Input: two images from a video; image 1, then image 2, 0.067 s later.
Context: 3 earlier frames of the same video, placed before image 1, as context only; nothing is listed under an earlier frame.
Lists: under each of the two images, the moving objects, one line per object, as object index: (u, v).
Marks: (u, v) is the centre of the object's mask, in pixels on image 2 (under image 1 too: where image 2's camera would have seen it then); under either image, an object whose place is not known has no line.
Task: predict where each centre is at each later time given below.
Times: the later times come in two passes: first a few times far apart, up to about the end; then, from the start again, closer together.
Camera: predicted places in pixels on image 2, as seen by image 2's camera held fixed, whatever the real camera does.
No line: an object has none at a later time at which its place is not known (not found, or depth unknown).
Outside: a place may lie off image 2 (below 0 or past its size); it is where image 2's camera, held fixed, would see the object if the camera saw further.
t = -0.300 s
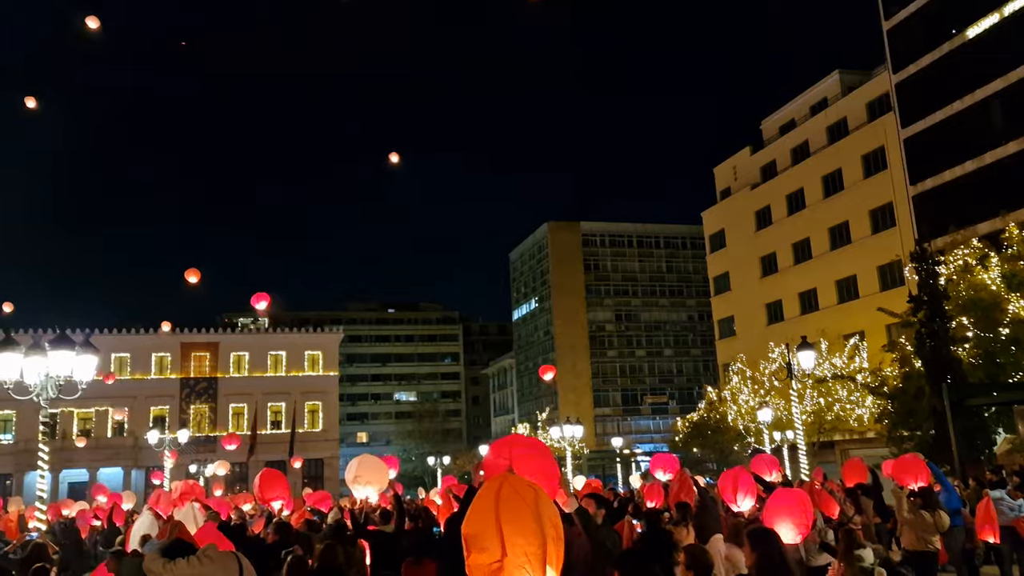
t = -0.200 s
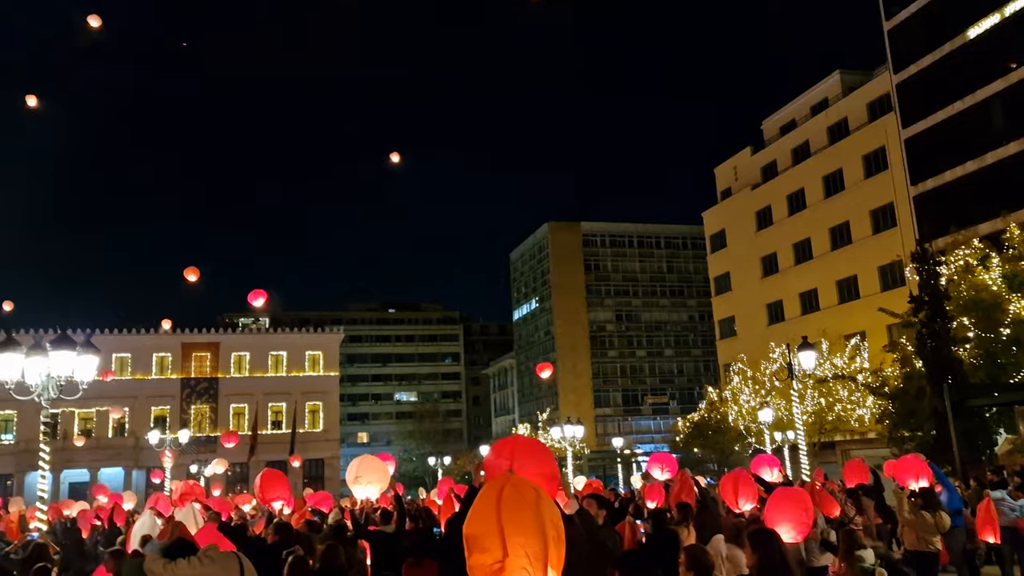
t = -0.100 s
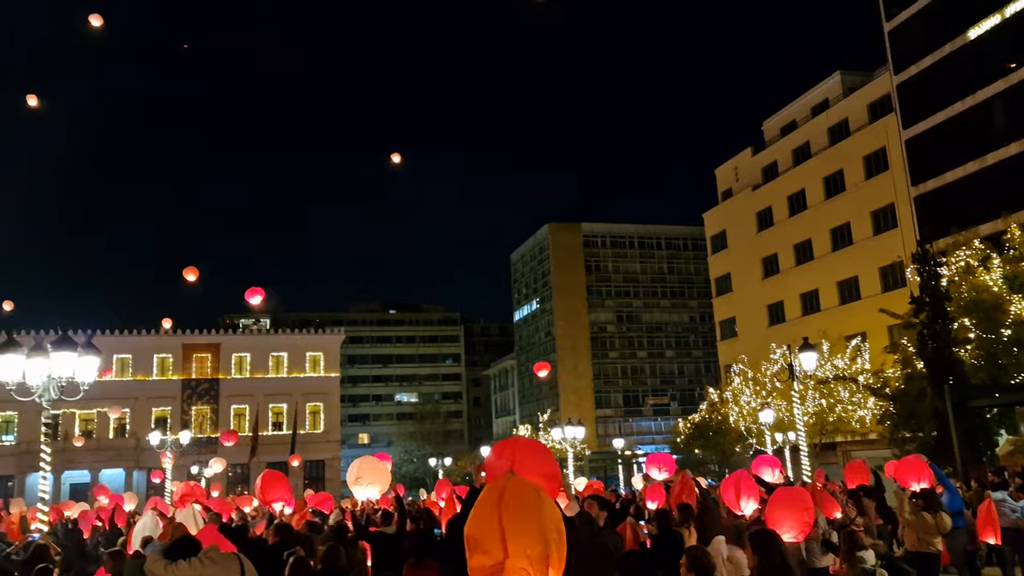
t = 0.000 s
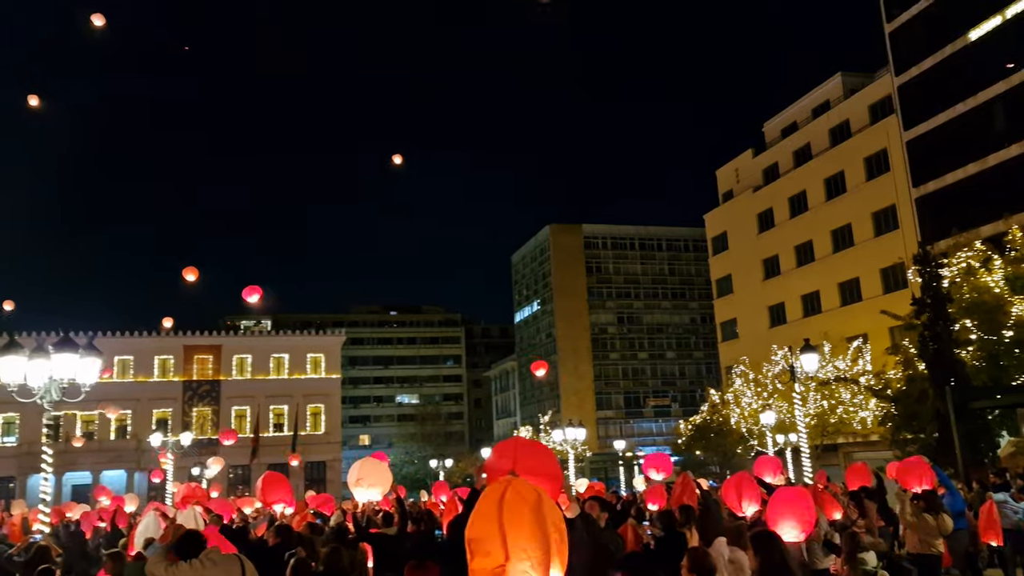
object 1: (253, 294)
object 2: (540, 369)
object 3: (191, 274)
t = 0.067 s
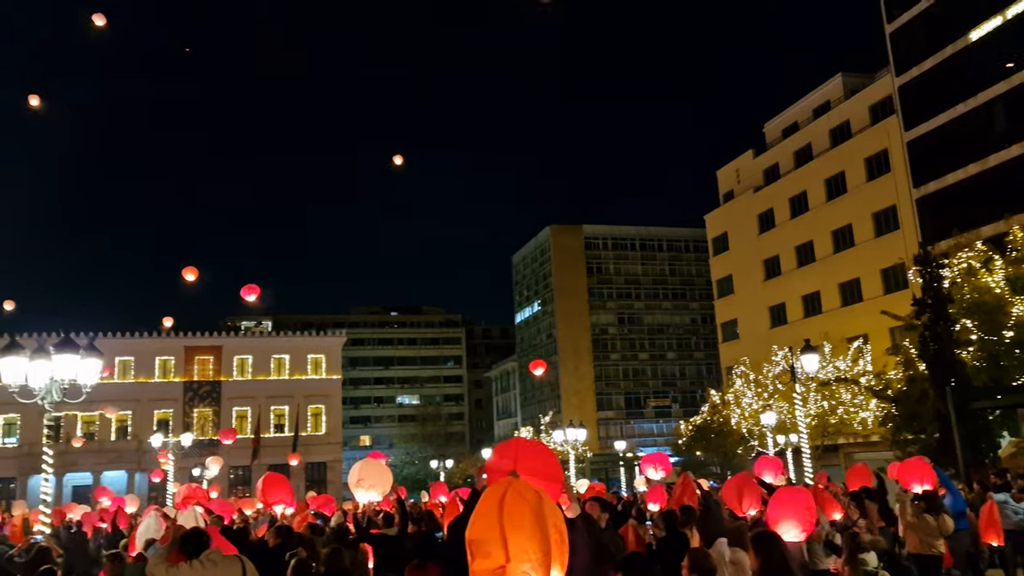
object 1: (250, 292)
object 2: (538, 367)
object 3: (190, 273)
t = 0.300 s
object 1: (242, 285)
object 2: (530, 362)
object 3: (186, 270)
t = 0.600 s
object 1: (231, 275)
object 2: (520, 356)
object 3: (182, 267)
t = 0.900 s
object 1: (221, 266)
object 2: (511, 349)
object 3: (178, 264)
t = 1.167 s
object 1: (212, 258)
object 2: (504, 344)
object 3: (174, 262)
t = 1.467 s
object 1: (203, 249)
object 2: (494, 337)
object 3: (172, 259)
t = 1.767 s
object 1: (195, 241)
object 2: (486, 330)
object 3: (168, 256)
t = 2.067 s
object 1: (188, 234)
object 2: (477, 325)
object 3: (165, 253)
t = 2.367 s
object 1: (182, 228)
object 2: (469, 319)
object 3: (161, 251)
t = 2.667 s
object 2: (461, 314)
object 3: (157, 248)
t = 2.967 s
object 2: (454, 308)
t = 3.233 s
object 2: (447, 303)
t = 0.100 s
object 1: (249, 291)
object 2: (537, 366)
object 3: (189, 273)
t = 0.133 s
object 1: (248, 290)
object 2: (536, 366)
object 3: (189, 272)
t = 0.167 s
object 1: (246, 289)
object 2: (534, 365)
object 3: (189, 272)
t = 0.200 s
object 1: (245, 288)
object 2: (533, 364)
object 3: (188, 271)
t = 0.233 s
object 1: (244, 287)
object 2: (532, 364)
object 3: (187, 271)
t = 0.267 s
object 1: (243, 286)
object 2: (531, 363)
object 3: (187, 271)
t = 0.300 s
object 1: (242, 285)
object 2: (530, 362)
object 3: (186, 270)
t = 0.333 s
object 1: (241, 284)
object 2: (529, 361)
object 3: (186, 270)
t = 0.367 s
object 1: (239, 283)
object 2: (528, 361)
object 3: (185, 269)
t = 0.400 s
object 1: (238, 282)
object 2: (527, 360)
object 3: (185, 269)
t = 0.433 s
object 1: (237, 280)
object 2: (526, 359)
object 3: (184, 269)
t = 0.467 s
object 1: (236, 279)
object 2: (525, 359)
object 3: (184, 268)
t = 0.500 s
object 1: (234, 278)
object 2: (524, 358)
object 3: (183, 268)
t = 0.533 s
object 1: (233, 277)
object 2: (523, 357)
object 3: (183, 268)
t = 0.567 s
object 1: (232, 276)
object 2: (522, 356)
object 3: (182, 268)
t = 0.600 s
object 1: (231, 275)
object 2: (520, 356)
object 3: (182, 267)
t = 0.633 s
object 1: (229, 274)
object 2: (520, 356)
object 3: (181, 267)
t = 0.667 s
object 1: (228, 273)
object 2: (519, 354)
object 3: (181, 266)
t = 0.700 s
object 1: (227, 272)
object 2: (518, 354)
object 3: (181, 266)
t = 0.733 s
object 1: (226, 271)
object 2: (517, 353)
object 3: (180, 266)
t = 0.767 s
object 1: (225, 270)
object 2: (515, 352)
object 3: (179, 265)
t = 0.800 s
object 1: (224, 269)
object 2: (515, 351)
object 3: (179, 265)
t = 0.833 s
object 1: (223, 268)
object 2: (514, 350)
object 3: (179, 265)
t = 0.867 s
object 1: (222, 267)
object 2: (513, 350)
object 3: (178, 264)
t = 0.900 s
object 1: (221, 266)
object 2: (511, 349)
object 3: (178, 264)
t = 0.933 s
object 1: (220, 265)
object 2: (510, 348)
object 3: (177, 264)
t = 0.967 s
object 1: (218, 264)
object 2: (509, 348)
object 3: (177, 264)
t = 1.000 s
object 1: (217, 263)
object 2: (508, 347)
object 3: (177, 263)
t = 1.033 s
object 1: (216, 262)
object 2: (508, 346)
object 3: (176, 263)
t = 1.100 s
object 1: (214, 260)
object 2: (505, 345)
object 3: (175, 262)
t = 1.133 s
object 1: (213, 260)
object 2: (505, 344)
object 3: (175, 262)
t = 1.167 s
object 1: (212, 258)
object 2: (504, 344)
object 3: (174, 262)
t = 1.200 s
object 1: (211, 257)
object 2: (502, 343)
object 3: (174, 261)
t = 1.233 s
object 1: (210, 256)
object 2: (501, 342)
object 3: (174, 261)
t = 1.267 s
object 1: (209, 255)
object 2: (500, 341)
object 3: (173, 260)
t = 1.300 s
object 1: (208, 254)
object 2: (499, 340)
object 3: (173, 260)
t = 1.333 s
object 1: (207, 253)
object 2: (498, 340)
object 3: (173, 260)
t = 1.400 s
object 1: (205, 251)
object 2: (496, 338)
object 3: (172, 259)
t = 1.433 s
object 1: (204, 250)
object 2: (495, 338)
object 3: (172, 259)
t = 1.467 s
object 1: (203, 249)
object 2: (494, 337)
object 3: (172, 259)
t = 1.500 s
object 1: (202, 248)
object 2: (493, 336)
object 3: (171, 258)
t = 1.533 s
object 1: (201, 247)
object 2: (492, 335)
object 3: (171, 258)
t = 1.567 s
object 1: (200, 246)
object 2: (491, 335)
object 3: (170, 258)
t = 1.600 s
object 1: (199, 246)
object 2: (490, 334)
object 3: (170, 257)
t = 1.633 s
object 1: (198, 245)
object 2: (489, 333)
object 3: (170, 257)
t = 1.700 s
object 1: (197, 243)
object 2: (487, 332)
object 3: (169, 257)
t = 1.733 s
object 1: (196, 242)
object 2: (486, 331)
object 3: (168, 256)
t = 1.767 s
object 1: (195, 241)
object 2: (486, 330)
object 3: (168, 256)
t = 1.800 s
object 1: (194, 241)
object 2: (484, 330)
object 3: (168, 256)
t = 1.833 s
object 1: (194, 240)
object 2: (484, 329)
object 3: (168, 256)
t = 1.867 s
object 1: (193, 239)
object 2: (482, 329)
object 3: (167, 255)
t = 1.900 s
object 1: (192, 238)
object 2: (481, 328)
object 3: (167, 255)
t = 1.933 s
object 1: (191, 237)
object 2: (481, 327)
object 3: (166, 255)
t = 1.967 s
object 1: (191, 236)
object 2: (480, 327)
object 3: (166, 254)
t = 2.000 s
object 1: (190, 236)
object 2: (479, 326)
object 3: (166, 254)
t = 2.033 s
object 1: (189, 235)
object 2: (478, 325)
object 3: (165, 254)
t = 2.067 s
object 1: (188, 234)
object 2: (477, 325)
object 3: (165, 253)
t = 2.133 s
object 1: (187, 233)
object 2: (475, 324)
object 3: (164, 253)
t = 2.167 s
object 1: (186, 233)
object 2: (474, 323)
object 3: (164, 253)
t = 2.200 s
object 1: (185, 232)
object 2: (474, 322)
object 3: (163, 253)
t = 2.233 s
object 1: (184, 231)
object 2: (472, 322)
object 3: (163, 252)
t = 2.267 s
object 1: (184, 230)
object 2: (472, 321)
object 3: (162, 252)
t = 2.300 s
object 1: (183, 230)
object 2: (471, 320)
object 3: (162, 252)
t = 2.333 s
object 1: (183, 229)
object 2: (470, 320)
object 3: (161, 251)
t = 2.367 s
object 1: (182, 228)
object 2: (469, 319)
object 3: (161, 251)
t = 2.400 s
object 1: (181, 227)
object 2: (468, 319)
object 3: (161, 251)
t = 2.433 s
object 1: (181, 226)
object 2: (467, 318)
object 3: (160, 251)
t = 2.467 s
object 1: (180, 226)
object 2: (466, 317)
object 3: (160, 250)
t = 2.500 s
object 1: (180, 225)
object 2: (465, 317)
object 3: (159, 250)
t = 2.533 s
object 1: (179, 224)
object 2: (465, 316)
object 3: (159, 249)
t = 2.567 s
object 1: (178, 224)
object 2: (464, 316)
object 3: (159, 249)
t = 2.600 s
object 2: (463, 315)
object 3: (158, 248)
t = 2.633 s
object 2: (462, 314)
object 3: (158, 248)
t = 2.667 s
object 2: (461, 314)
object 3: (157, 248)
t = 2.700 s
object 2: (460, 313)
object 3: (157, 248)
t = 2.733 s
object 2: (460, 313)
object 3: (156, 248)
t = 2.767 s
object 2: (459, 312)
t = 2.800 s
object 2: (458, 311)
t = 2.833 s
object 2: (457, 311)
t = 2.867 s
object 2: (456, 310)
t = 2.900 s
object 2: (456, 309)
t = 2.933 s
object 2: (455, 309)
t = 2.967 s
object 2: (454, 308)
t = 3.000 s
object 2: (453, 307)
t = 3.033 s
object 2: (452, 307)
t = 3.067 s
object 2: (451, 306)
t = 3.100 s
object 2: (450, 305)
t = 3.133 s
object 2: (449, 305)
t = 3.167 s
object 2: (449, 304)
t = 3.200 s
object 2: (448, 304)
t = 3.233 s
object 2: (447, 303)
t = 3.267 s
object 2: (446, 302)
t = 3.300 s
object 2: (445, 301)
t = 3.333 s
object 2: (444, 301)
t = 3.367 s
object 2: (443, 300)
